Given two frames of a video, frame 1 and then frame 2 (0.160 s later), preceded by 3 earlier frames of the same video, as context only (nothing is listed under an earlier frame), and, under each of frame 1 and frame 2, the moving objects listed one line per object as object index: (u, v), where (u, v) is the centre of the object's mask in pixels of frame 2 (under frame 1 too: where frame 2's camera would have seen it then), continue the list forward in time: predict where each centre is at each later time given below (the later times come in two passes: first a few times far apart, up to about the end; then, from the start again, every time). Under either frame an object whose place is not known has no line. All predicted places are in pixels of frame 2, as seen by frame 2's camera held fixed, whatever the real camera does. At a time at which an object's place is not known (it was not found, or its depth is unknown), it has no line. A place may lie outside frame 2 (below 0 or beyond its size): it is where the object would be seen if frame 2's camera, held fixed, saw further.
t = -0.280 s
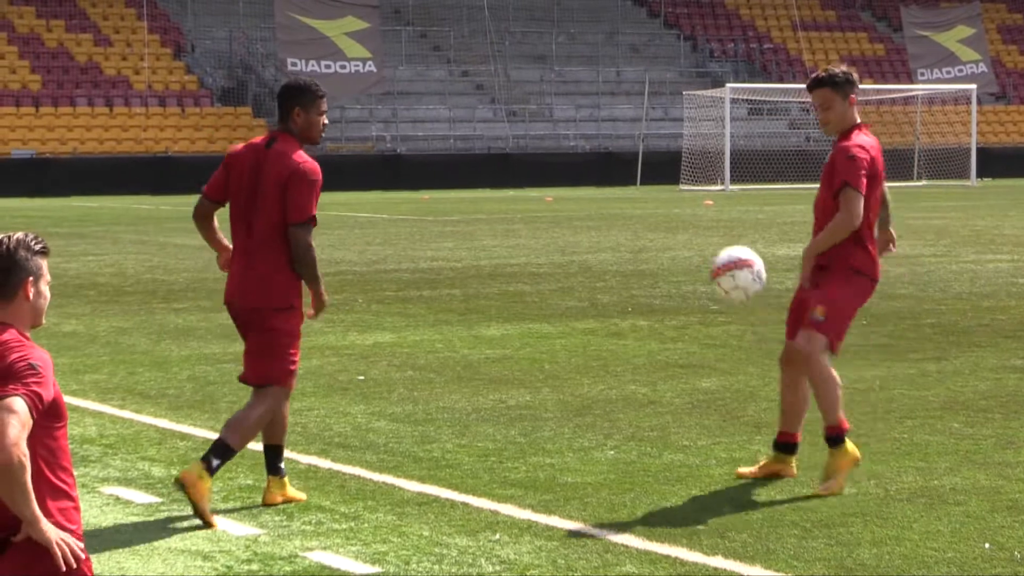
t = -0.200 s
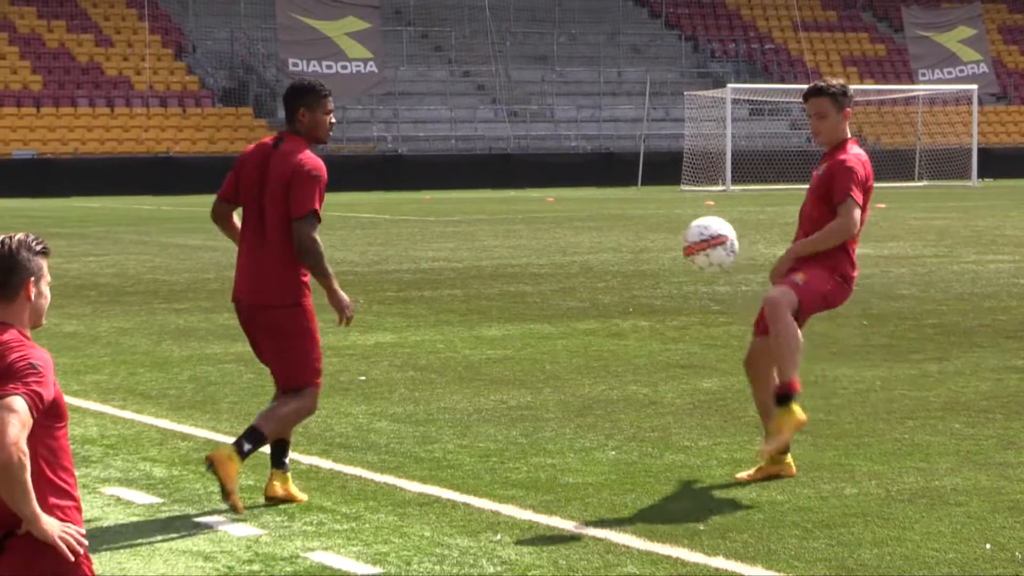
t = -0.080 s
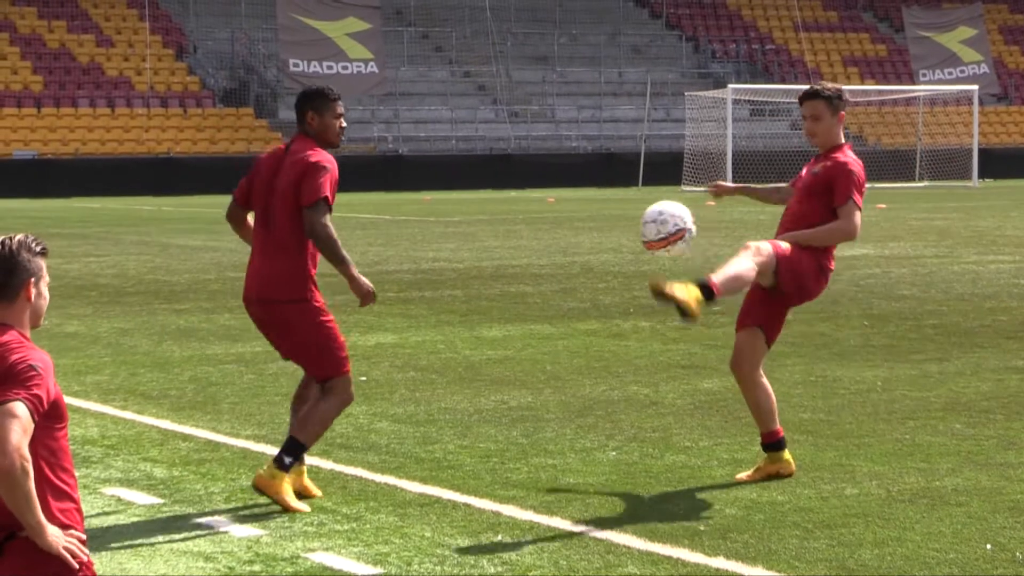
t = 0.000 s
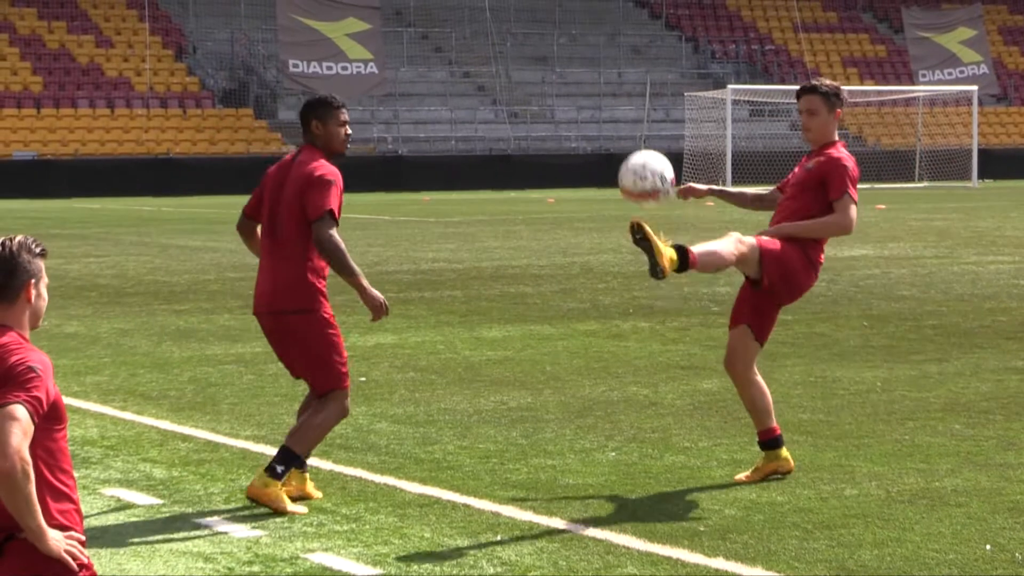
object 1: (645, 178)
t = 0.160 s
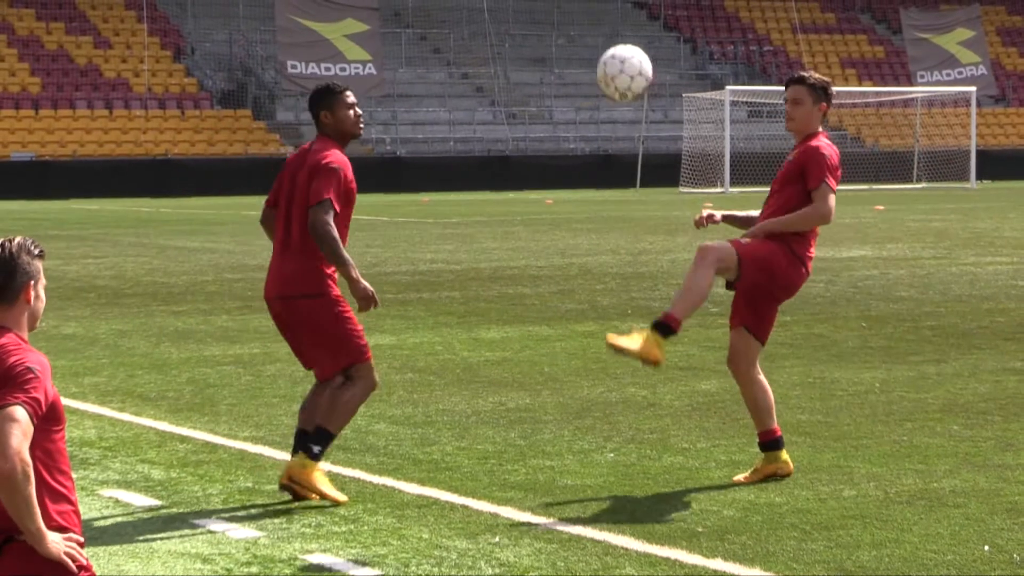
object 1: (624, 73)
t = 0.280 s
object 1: (609, 34)
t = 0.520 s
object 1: (581, 61)
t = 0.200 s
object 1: (619, 56)
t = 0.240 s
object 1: (614, 43)
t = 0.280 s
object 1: (609, 34)
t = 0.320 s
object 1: (604, 29)
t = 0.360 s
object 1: (600, 27)
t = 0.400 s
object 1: (595, 30)
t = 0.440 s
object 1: (590, 36)
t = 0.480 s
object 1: (585, 47)
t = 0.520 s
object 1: (581, 61)
